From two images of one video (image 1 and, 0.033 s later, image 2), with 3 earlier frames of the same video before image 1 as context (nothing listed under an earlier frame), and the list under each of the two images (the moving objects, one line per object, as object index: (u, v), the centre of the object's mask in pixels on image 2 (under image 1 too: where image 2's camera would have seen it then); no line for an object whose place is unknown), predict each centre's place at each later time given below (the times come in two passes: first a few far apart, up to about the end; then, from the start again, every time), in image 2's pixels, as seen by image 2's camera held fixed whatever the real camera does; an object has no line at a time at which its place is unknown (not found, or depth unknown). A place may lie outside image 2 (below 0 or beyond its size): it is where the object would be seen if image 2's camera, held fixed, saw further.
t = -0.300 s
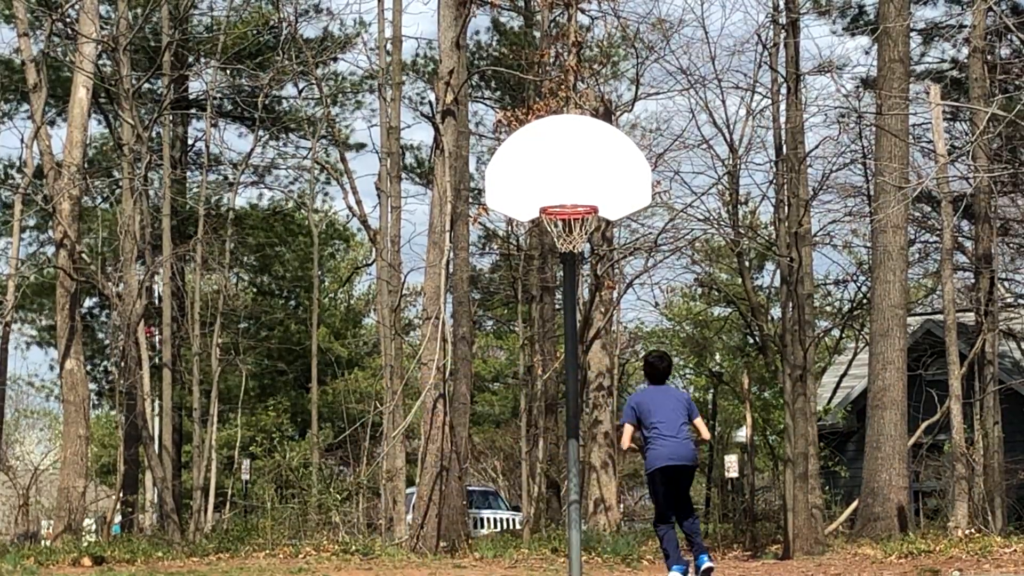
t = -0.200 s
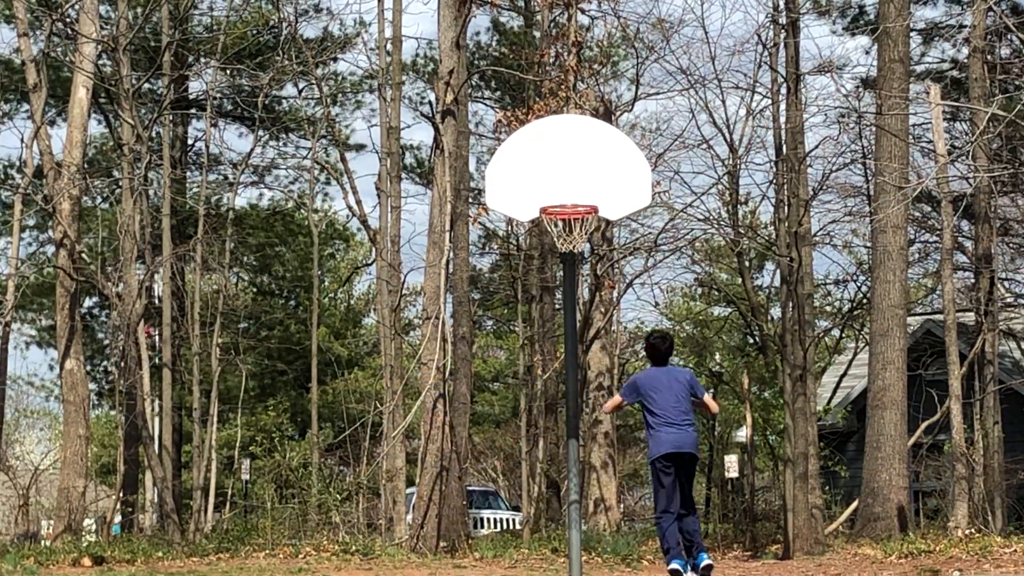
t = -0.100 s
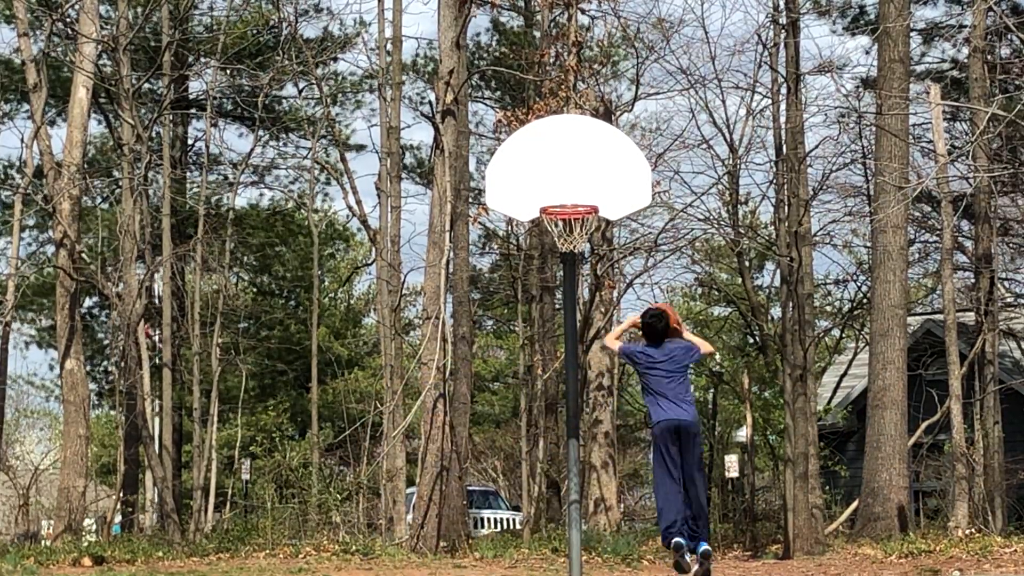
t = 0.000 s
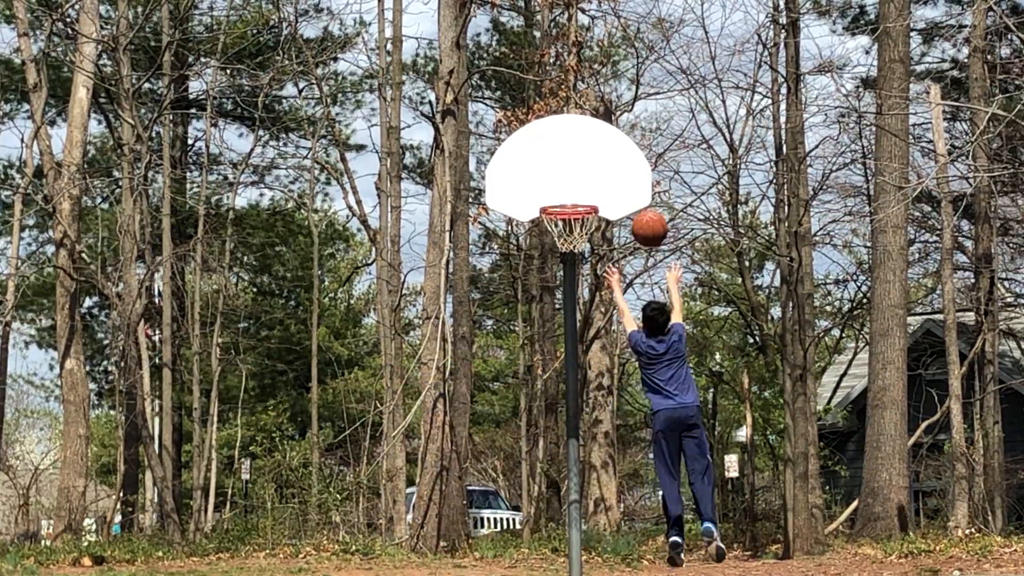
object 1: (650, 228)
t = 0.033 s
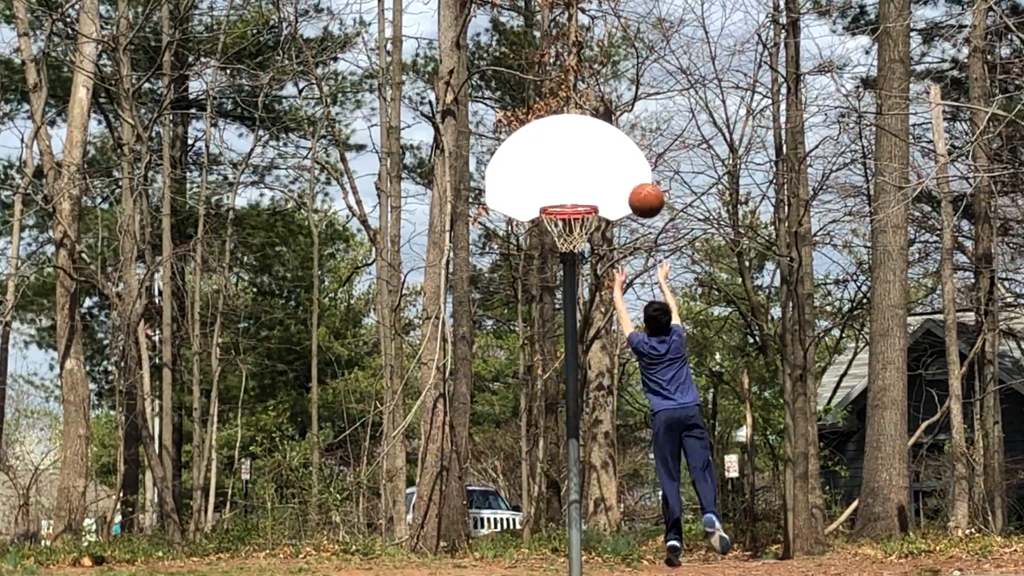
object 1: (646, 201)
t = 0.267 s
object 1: (625, 57)
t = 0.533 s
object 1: (606, 6)
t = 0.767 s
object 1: (592, 24)
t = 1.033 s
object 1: (581, 131)
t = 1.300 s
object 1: (527, 179)
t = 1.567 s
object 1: (428, 199)
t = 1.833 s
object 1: (324, 315)
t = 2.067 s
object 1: (226, 510)
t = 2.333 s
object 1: (129, 414)
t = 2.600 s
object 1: (34, 290)
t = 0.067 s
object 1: (643, 174)
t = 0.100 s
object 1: (640, 150)
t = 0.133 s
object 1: (636, 128)
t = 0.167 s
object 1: (633, 107)
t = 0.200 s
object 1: (631, 89)
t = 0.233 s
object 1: (628, 72)
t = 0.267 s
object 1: (625, 57)
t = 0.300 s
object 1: (622, 44)
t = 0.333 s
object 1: (620, 33)
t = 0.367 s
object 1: (617, 24)
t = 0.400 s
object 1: (615, 16)
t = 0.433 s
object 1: (613, 11)
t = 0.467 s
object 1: (610, 9)
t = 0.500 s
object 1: (609, 7)
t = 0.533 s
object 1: (606, 6)
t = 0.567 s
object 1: (604, 6)
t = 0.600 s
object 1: (603, 6)
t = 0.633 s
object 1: (600, 8)
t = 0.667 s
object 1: (598, 9)
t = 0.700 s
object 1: (596, 12)
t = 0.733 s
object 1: (594, 17)
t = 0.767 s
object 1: (592, 24)
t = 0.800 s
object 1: (591, 34)
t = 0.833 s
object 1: (590, 44)
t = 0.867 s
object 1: (588, 55)
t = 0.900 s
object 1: (587, 68)
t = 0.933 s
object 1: (585, 81)
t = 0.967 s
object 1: (584, 97)
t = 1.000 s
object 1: (583, 113)
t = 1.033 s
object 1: (581, 131)
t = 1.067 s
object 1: (580, 149)
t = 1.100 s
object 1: (579, 169)
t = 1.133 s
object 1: (578, 189)
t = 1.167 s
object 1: (574, 196)
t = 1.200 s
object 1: (562, 193)
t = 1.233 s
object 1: (551, 187)
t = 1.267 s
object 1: (539, 182)
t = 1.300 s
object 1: (527, 179)
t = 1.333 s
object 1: (515, 176)
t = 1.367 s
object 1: (503, 175)
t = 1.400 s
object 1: (491, 176)
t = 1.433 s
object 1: (478, 178)
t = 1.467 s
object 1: (466, 181)
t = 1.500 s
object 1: (454, 185)
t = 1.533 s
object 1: (441, 191)
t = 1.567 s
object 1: (428, 199)
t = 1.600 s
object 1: (415, 208)
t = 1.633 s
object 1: (403, 219)
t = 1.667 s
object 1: (389, 230)
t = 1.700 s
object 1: (376, 244)
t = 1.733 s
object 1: (363, 259)
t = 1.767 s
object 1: (350, 276)
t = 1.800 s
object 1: (337, 295)
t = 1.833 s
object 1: (324, 315)
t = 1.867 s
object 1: (310, 338)
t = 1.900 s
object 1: (296, 361)
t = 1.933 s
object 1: (283, 388)
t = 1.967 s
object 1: (269, 415)
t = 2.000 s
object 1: (255, 445)
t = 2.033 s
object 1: (240, 477)
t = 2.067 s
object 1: (226, 510)
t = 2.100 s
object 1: (211, 546)
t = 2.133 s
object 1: (197, 566)
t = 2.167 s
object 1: (186, 541)
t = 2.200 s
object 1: (175, 513)
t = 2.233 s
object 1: (164, 486)
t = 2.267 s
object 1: (152, 460)
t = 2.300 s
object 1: (140, 436)
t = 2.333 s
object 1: (129, 414)
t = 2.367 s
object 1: (118, 393)
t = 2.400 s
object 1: (106, 374)
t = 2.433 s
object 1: (94, 356)
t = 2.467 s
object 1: (83, 340)
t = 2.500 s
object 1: (71, 325)
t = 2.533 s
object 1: (58, 312)
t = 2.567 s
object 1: (46, 300)
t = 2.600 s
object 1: (34, 290)
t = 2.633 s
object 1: (22, 282)
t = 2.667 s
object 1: (13, 276)
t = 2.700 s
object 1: (7, 270)
